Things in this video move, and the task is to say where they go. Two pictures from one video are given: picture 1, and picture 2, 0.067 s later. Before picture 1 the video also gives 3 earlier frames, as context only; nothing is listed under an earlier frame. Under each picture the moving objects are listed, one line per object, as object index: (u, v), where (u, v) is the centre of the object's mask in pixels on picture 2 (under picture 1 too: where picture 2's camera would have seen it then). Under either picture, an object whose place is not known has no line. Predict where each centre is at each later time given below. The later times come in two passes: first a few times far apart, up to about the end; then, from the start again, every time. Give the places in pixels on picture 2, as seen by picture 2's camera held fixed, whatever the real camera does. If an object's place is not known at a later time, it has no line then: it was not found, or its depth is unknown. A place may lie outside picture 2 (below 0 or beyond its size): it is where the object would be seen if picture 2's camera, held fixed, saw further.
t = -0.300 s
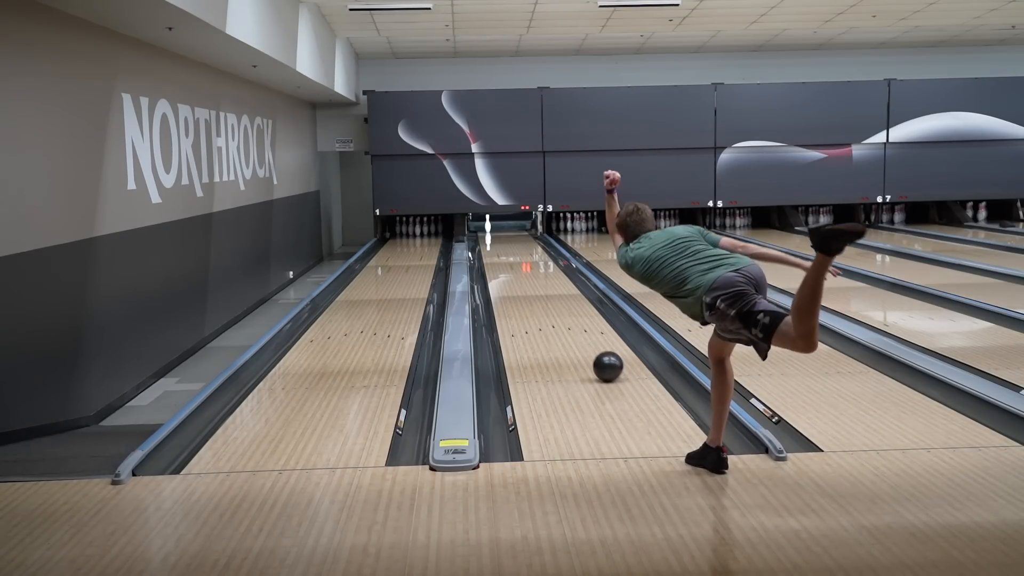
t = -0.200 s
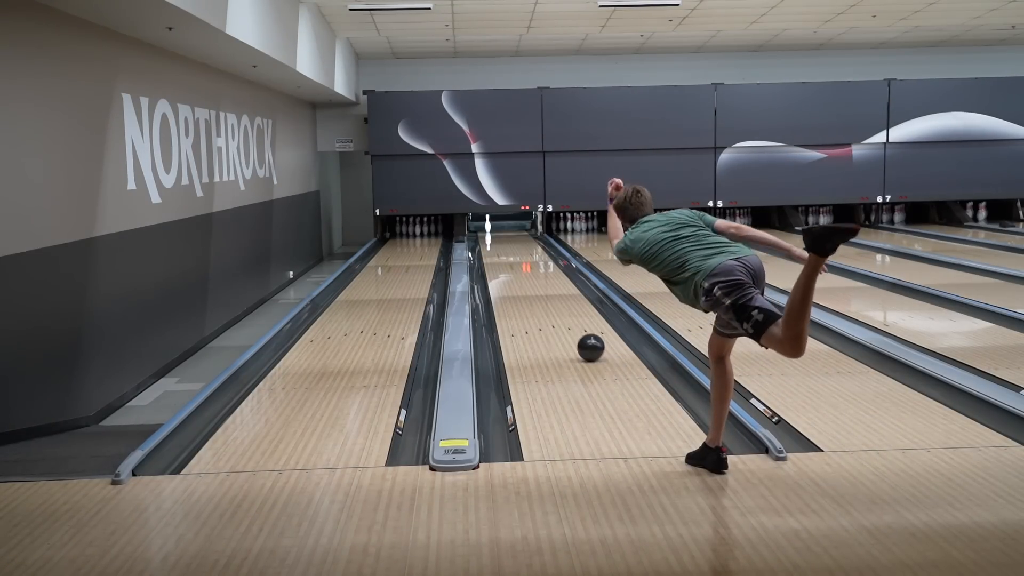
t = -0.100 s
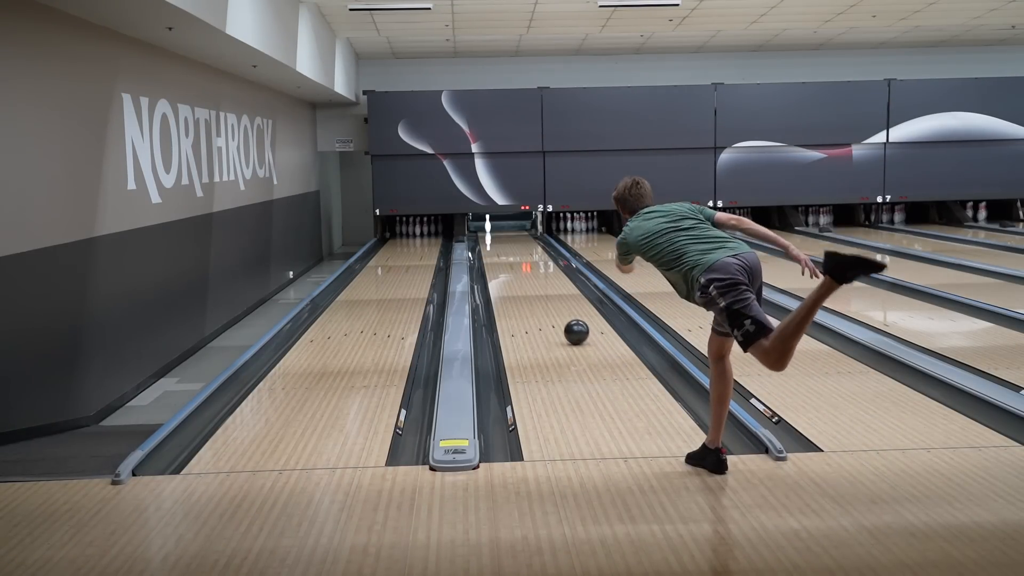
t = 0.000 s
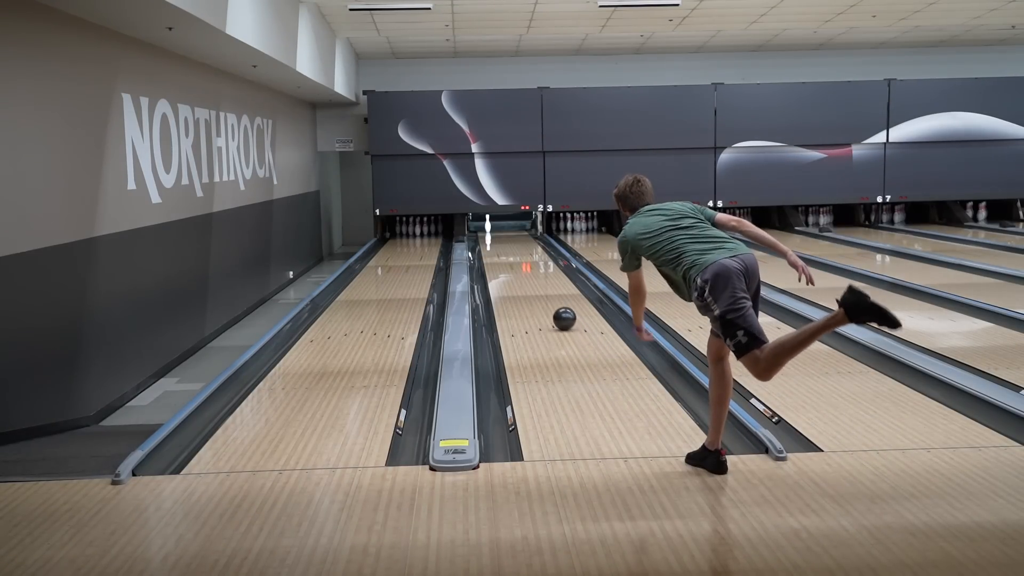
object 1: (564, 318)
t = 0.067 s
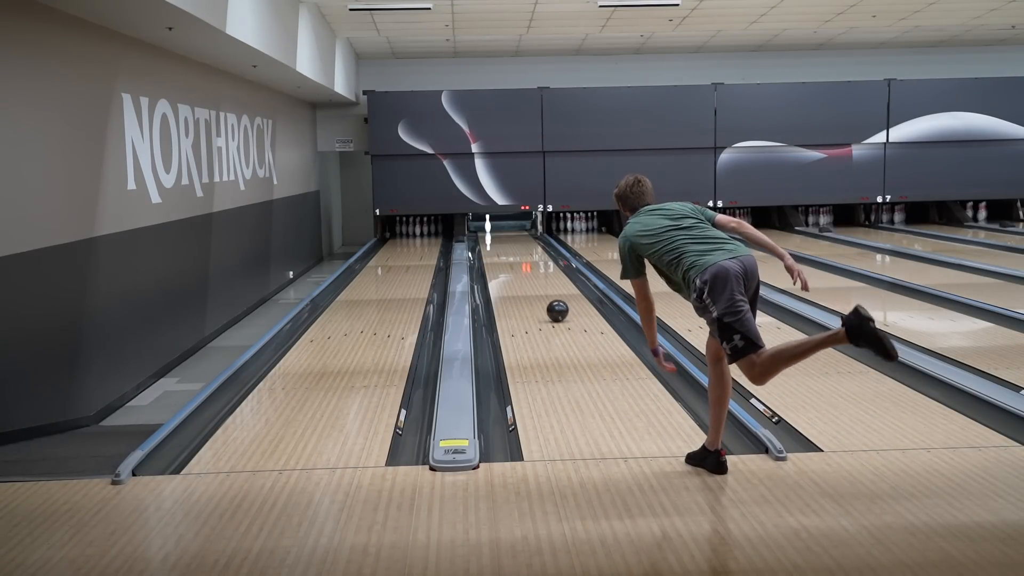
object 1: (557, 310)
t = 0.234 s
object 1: (543, 294)
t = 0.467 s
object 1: (527, 277)
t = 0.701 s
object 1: (515, 263)
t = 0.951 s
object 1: (505, 252)
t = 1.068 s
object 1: (502, 247)
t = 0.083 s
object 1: (556, 309)
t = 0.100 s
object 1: (554, 307)
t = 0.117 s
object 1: (553, 305)
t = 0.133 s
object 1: (551, 303)
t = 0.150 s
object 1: (550, 302)
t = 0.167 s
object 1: (548, 300)
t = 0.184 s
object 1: (547, 298)
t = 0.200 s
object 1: (545, 297)
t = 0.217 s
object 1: (544, 295)
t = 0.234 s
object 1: (543, 294)
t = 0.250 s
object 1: (542, 292)
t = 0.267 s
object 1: (540, 291)
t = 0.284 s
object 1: (539, 290)
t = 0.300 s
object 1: (538, 288)
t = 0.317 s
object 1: (537, 287)
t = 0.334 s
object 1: (535, 286)
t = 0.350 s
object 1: (534, 285)
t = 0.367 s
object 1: (533, 283)
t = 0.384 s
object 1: (532, 282)
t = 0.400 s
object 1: (531, 281)
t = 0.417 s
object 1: (530, 280)
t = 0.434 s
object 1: (529, 279)
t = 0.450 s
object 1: (528, 278)
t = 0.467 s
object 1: (527, 277)
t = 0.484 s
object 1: (526, 276)
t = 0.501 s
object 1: (525, 274)
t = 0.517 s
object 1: (524, 274)
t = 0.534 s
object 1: (523, 272)
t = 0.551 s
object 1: (522, 271)
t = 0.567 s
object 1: (521, 270)
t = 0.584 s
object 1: (521, 269)
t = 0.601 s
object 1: (520, 269)
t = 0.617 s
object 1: (519, 268)
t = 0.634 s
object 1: (518, 267)
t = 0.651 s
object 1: (517, 266)
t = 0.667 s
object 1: (517, 265)
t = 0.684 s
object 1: (516, 264)
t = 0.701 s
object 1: (515, 263)
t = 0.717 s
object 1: (515, 263)
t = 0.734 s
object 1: (514, 262)
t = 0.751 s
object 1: (513, 261)
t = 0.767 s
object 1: (512, 260)
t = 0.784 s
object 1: (512, 259)
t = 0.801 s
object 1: (511, 259)
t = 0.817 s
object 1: (510, 258)
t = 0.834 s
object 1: (510, 257)
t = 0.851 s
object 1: (509, 256)
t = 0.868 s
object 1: (508, 255)
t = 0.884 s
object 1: (508, 255)
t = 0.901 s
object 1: (507, 254)
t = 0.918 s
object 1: (507, 253)
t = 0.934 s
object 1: (506, 252)
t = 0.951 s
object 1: (505, 252)
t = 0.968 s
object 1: (505, 251)
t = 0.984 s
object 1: (504, 251)
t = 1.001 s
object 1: (504, 250)
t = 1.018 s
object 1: (503, 249)
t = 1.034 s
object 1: (503, 249)
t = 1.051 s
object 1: (502, 248)
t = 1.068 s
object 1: (502, 247)
